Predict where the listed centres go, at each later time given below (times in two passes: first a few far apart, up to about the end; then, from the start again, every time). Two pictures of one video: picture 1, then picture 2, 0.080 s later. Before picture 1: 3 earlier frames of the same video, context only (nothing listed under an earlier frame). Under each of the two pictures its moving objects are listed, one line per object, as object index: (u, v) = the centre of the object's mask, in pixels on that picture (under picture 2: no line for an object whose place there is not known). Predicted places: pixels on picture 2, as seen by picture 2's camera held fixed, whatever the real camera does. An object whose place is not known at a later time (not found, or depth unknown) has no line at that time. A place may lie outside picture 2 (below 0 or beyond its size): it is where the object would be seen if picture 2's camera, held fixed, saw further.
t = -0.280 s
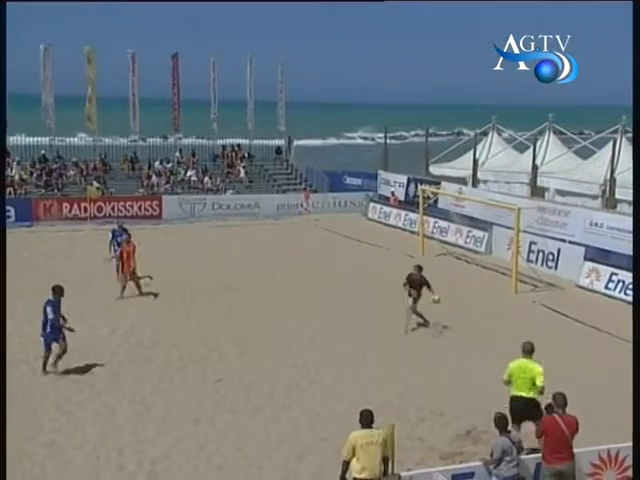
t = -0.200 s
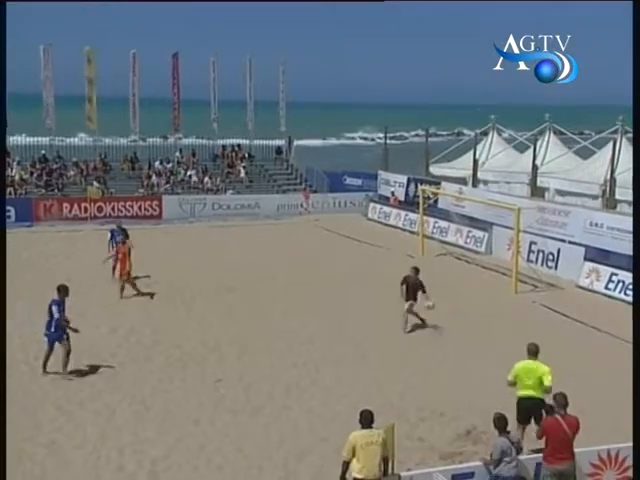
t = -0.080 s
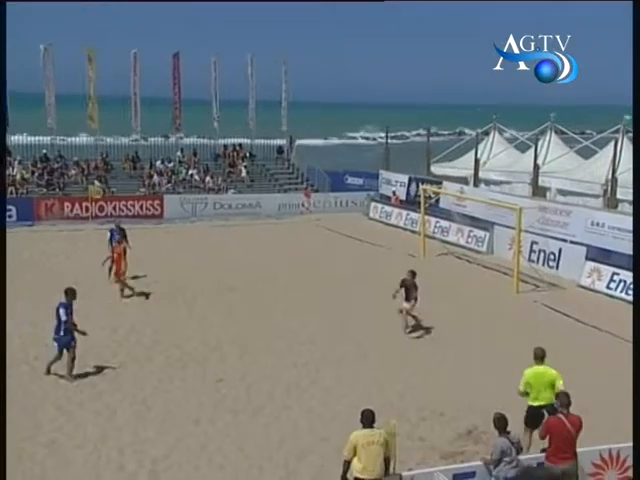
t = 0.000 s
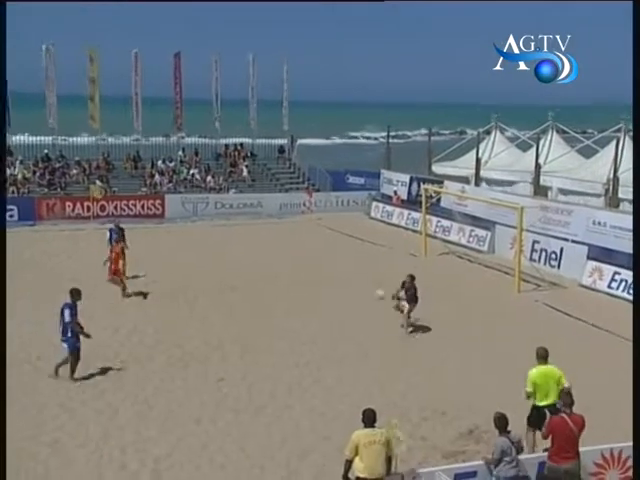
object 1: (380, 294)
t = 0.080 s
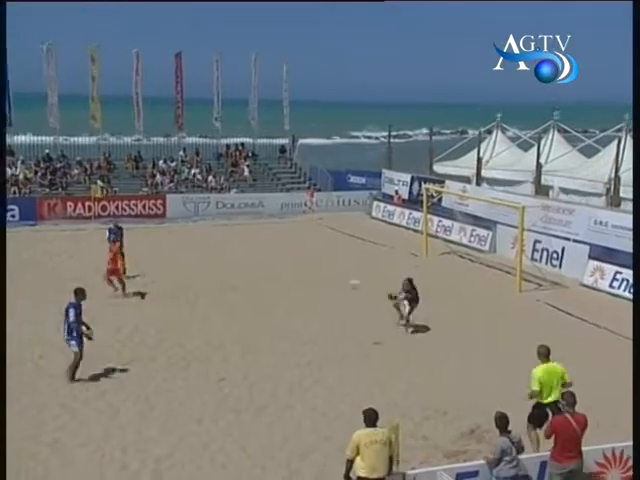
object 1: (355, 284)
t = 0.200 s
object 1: (313, 275)
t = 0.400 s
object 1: (236, 278)
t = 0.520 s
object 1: (183, 290)
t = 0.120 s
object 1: (340, 280)
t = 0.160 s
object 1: (329, 277)
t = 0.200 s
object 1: (313, 275)
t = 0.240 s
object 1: (297, 275)
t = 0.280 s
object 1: (283, 274)
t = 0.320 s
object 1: (267, 275)
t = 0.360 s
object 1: (252, 275)
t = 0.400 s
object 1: (236, 278)
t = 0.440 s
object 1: (220, 281)
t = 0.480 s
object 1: (201, 285)
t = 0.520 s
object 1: (183, 290)
